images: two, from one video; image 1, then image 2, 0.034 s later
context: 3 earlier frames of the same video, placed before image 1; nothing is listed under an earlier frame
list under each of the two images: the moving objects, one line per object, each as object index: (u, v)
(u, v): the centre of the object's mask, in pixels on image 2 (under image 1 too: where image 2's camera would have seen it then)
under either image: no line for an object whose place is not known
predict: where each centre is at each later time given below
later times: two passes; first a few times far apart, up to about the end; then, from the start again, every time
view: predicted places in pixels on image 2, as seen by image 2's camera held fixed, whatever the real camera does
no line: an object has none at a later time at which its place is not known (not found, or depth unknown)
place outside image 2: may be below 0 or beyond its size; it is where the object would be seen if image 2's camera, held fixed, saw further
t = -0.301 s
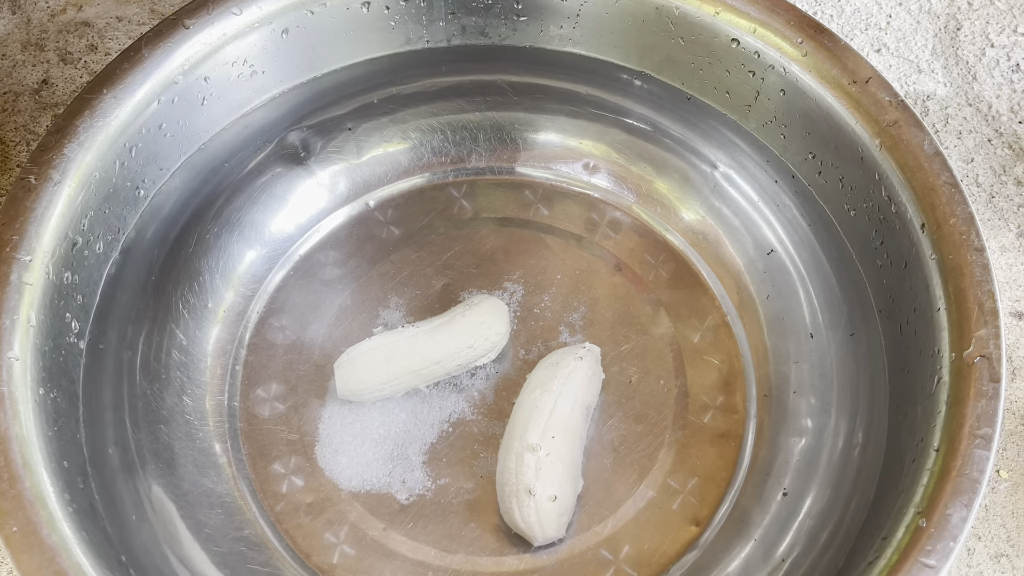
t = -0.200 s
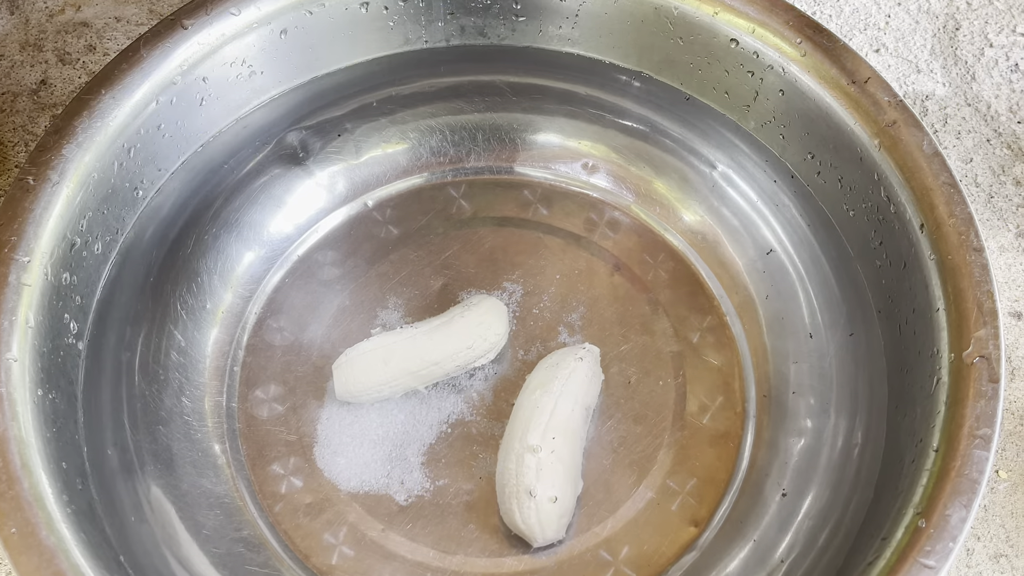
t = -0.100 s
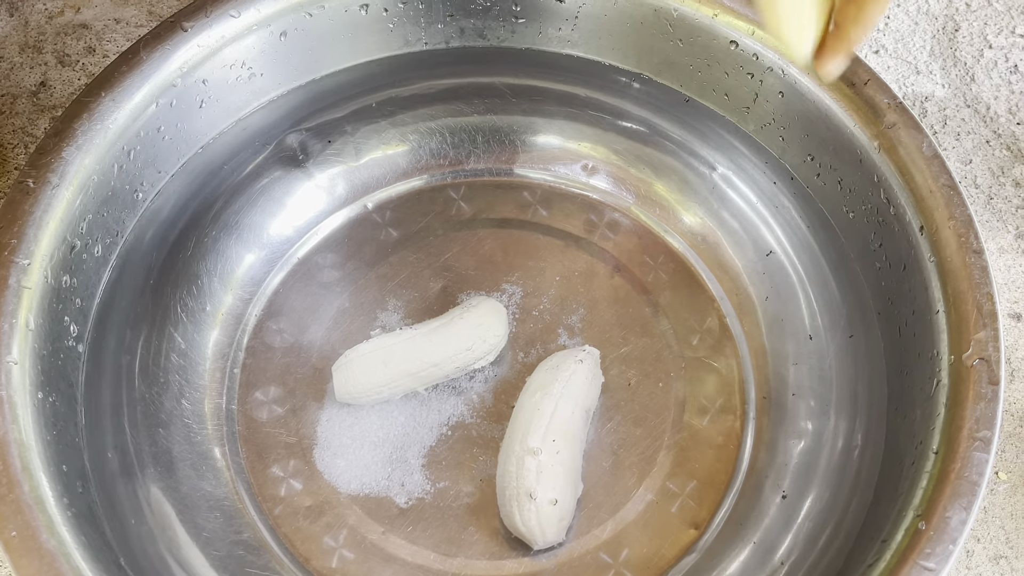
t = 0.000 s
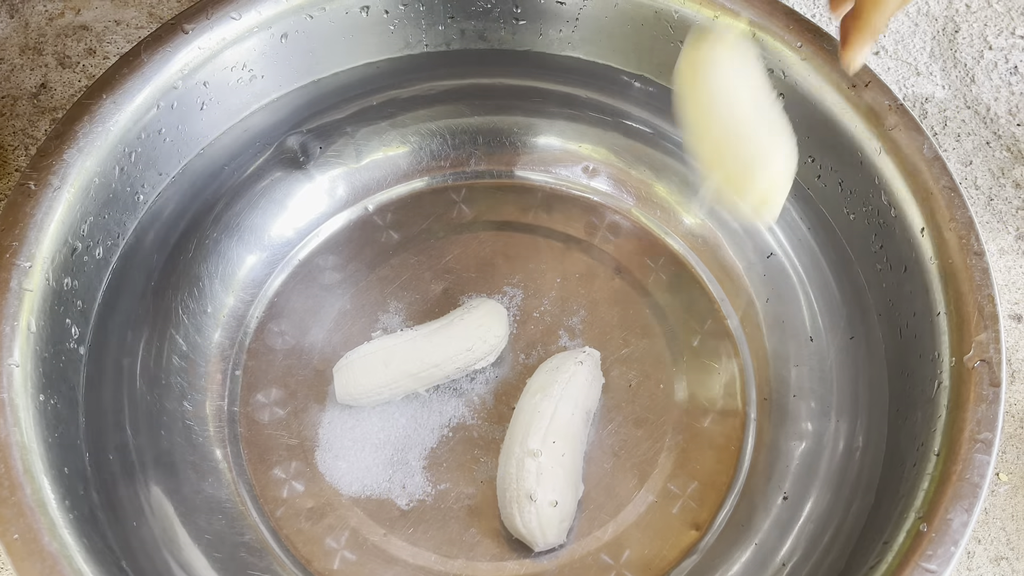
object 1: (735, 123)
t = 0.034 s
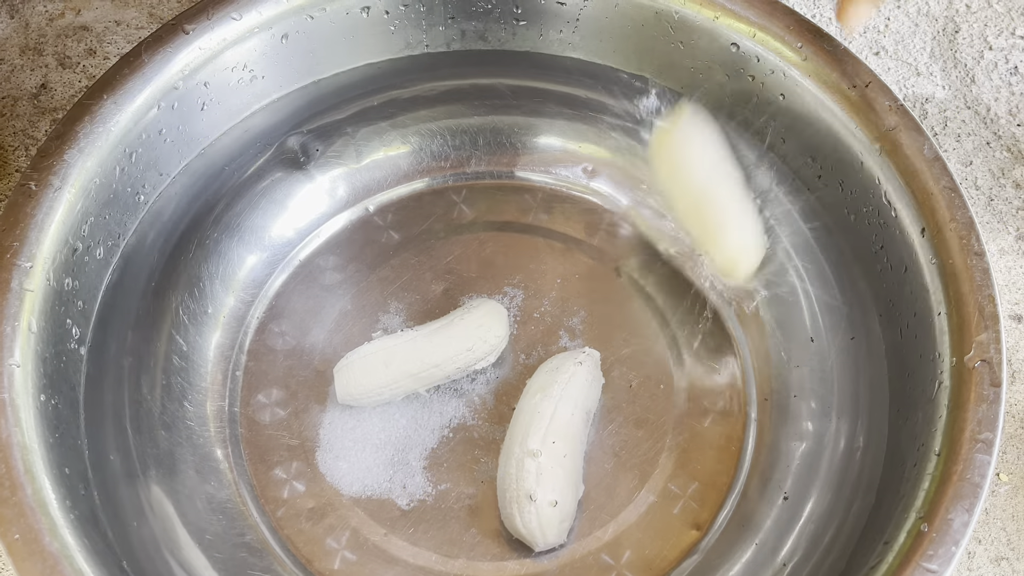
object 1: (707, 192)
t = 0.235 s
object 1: (655, 287)
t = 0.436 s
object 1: (642, 274)
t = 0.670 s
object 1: (631, 264)
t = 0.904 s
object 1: (601, 274)
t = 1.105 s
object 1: (572, 281)
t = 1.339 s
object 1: (547, 283)
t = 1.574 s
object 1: (530, 279)
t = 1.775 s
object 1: (515, 284)
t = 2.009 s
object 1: (509, 285)
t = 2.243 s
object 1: (511, 284)
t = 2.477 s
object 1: (510, 285)
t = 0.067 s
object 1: (695, 230)
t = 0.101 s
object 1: (697, 280)
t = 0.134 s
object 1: (684, 285)
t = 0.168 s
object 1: (663, 273)
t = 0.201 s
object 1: (660, 284)
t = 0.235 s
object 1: (655, 287)
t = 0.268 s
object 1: (653, 287)
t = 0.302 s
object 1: (647, 284)
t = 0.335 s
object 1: (644, 280)
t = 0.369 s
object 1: (641, 275)
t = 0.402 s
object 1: (642, 275)
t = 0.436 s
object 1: (642, 274)
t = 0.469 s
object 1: (641, 272)
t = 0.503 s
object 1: (635, 268)
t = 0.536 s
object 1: (636, 268)
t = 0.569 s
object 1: (637, 265)
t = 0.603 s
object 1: (637, 265)
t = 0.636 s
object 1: (633, 267)
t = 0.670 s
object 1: (631, 264)
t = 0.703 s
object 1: (622, 262)
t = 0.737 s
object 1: (617, 263)
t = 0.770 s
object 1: (612, 264)
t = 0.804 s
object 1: (612, 268)
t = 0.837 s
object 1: (614, 270)
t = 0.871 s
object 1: (612, 272)
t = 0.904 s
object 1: (601, 274)
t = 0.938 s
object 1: (593, 273)
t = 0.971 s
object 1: (588, 275)
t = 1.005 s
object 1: (584, 276)
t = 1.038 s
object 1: (579, 277)
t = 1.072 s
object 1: (576, 279)
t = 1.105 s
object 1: (572, 281)
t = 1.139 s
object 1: (566, 281)
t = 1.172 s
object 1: (559, 279)
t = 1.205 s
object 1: (557, 280)
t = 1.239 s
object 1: (554, 282)
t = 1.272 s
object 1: (551, 283)
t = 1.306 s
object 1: (548, 284)
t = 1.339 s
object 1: (547, 283)
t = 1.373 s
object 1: (544, 282)
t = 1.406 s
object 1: (541, 280)
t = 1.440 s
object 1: (539, 280)
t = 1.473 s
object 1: (537, 279)
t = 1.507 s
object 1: (535, 279)
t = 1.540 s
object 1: (534, 278)
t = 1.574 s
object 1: (530, 279)
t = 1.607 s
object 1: (526, 280)
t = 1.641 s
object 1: (524, 281)
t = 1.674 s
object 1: (523, 282)
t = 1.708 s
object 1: (519, 282)
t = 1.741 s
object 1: (517, 282)
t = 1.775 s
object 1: (515, 284)
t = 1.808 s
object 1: (514, 285)
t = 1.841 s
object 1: (512, 289)
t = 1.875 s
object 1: (509, 289)
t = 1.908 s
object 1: (507, 289)
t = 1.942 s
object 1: (507, 289)
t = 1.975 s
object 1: (508, 287)
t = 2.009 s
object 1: (509, 285)
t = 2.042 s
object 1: (511, 287)
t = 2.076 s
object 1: (512, 288)
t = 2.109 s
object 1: (511, 287)
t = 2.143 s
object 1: (508, 286)
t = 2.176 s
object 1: (509, 286)
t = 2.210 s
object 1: (510, 285)
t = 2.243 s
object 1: (511, 284)
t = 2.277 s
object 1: (512, 284)
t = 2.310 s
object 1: (512, 284)
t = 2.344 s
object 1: (509, 283)
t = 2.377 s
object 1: (506, 283)
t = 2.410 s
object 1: (508, 284)
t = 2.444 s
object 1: (510, 284)
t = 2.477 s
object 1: (510, 285)
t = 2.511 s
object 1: (509, 284)
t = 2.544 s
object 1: (508, 285)
